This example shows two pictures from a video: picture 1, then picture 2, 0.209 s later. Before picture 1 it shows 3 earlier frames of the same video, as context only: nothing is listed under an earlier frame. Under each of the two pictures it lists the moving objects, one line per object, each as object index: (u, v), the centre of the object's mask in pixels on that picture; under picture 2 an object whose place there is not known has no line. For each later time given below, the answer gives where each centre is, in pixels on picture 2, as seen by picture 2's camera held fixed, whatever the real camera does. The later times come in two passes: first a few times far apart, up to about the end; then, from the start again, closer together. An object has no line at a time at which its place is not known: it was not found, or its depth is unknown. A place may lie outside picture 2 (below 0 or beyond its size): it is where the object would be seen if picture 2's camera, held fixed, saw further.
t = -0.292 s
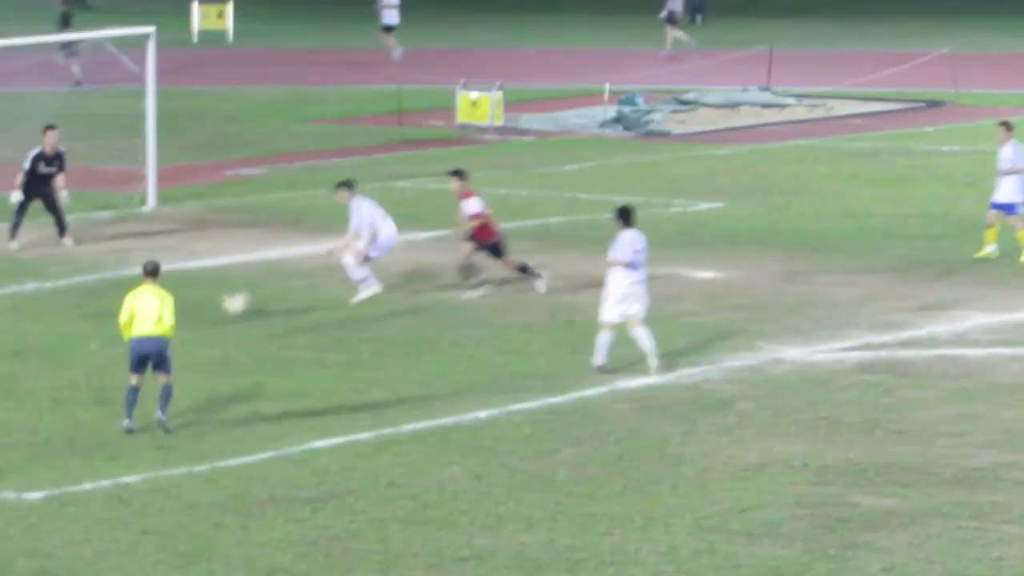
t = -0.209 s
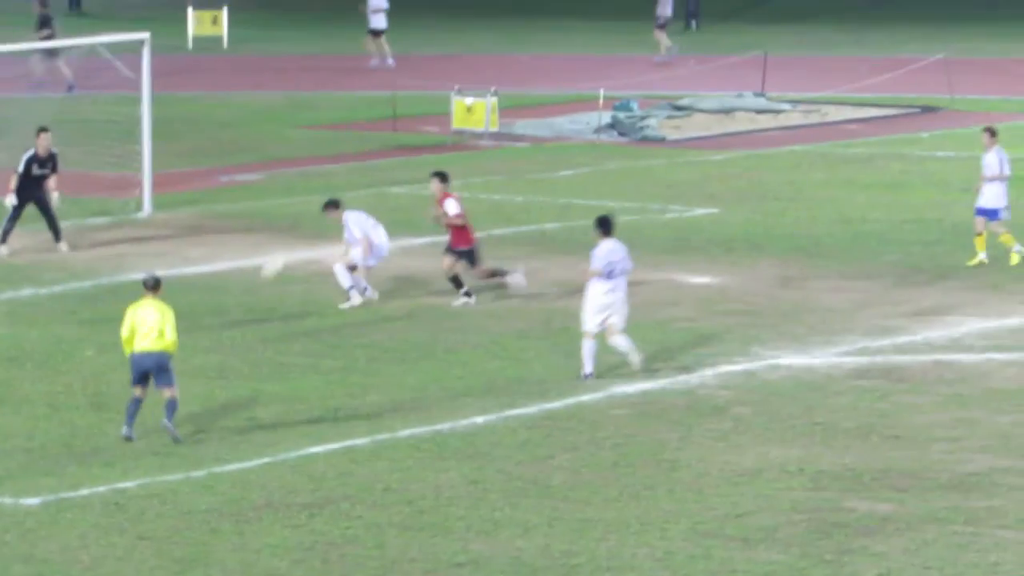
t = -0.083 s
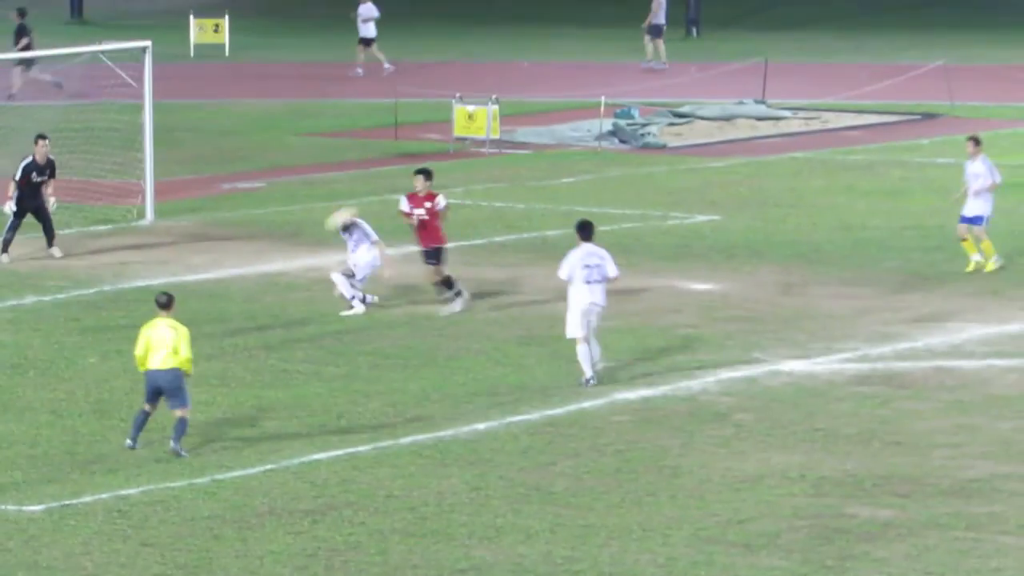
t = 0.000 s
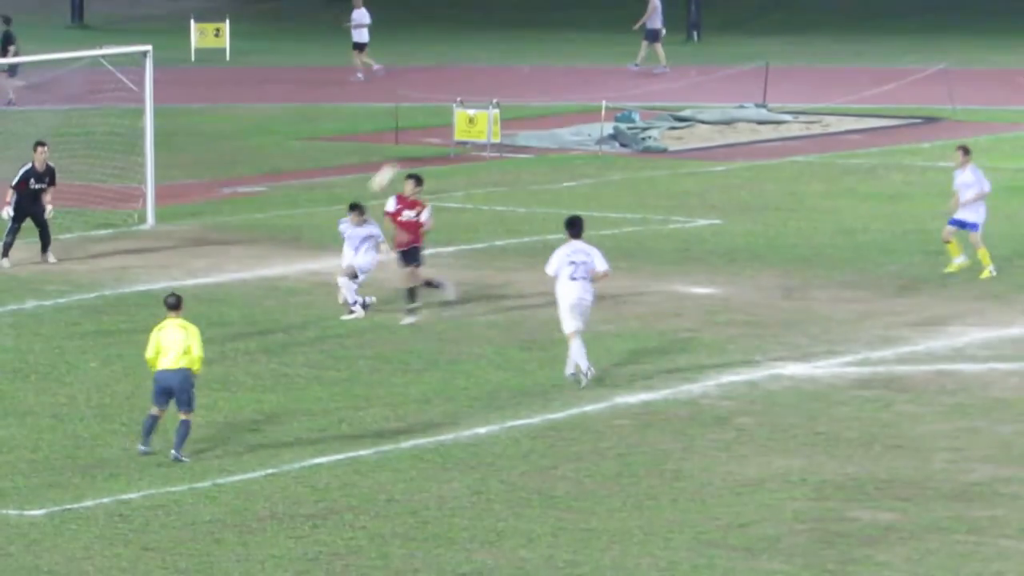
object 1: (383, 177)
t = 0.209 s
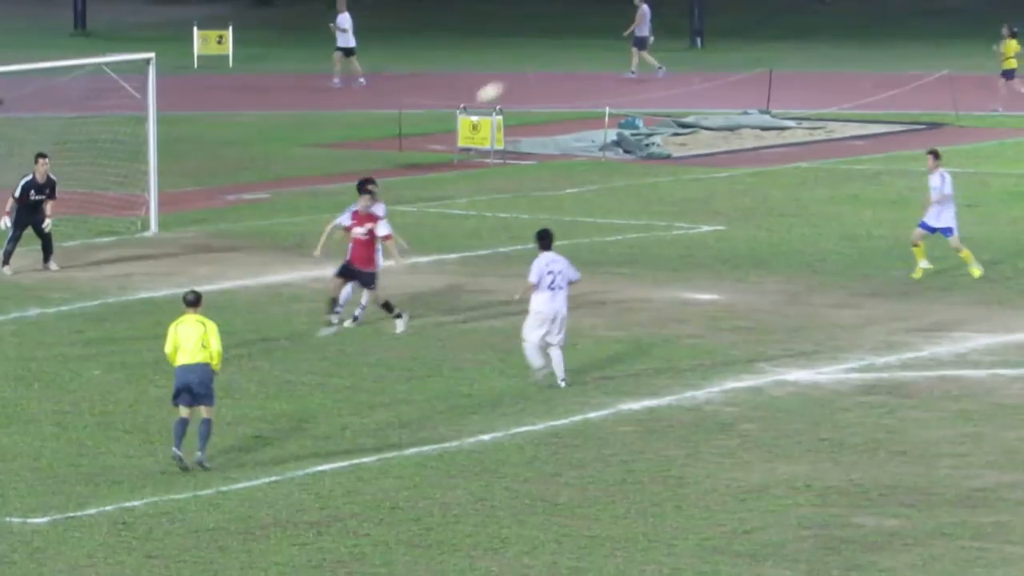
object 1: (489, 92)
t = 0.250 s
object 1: (509, 79)
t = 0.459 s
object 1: (608, 41)
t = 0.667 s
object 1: (702, 40)
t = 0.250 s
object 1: (509, 79)
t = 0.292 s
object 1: (529, 68)
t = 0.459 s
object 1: (608, 41)
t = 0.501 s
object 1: (629, 37)
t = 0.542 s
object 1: (648, 36)
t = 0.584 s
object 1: (666, 36)
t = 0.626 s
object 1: (685, 37)
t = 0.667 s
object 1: (702, 40)
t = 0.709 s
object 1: (720, 45)
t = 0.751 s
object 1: (737, 51)
